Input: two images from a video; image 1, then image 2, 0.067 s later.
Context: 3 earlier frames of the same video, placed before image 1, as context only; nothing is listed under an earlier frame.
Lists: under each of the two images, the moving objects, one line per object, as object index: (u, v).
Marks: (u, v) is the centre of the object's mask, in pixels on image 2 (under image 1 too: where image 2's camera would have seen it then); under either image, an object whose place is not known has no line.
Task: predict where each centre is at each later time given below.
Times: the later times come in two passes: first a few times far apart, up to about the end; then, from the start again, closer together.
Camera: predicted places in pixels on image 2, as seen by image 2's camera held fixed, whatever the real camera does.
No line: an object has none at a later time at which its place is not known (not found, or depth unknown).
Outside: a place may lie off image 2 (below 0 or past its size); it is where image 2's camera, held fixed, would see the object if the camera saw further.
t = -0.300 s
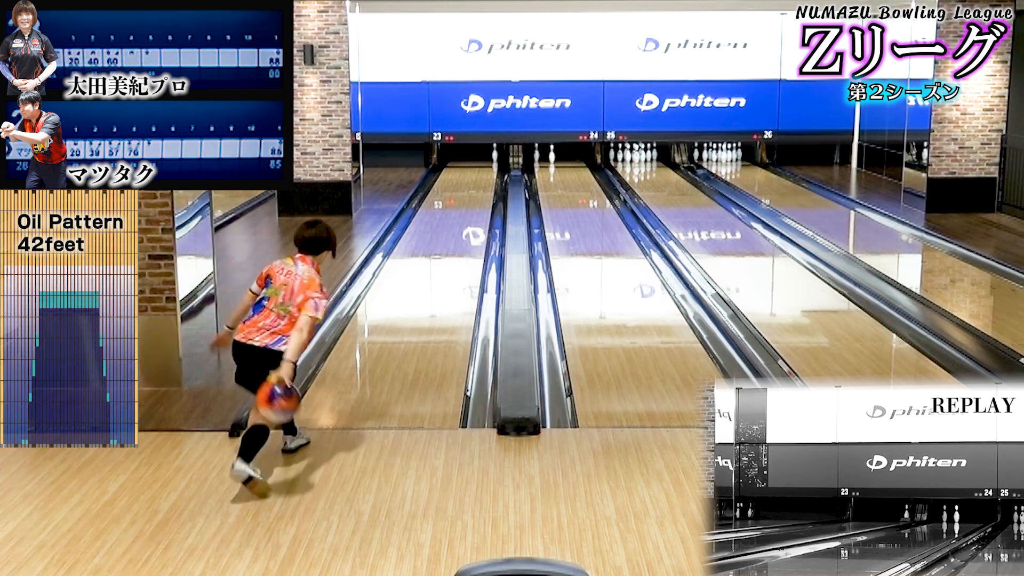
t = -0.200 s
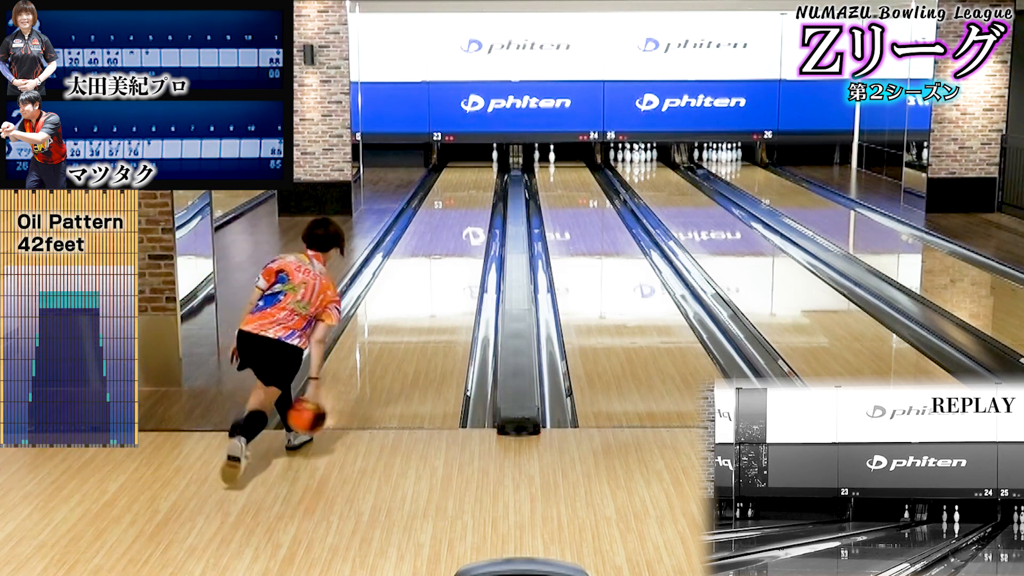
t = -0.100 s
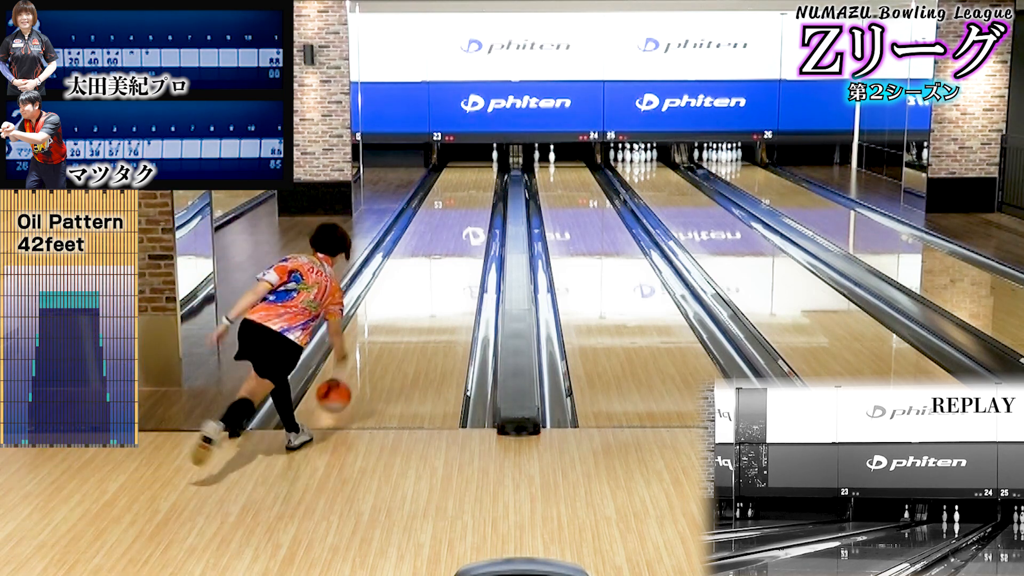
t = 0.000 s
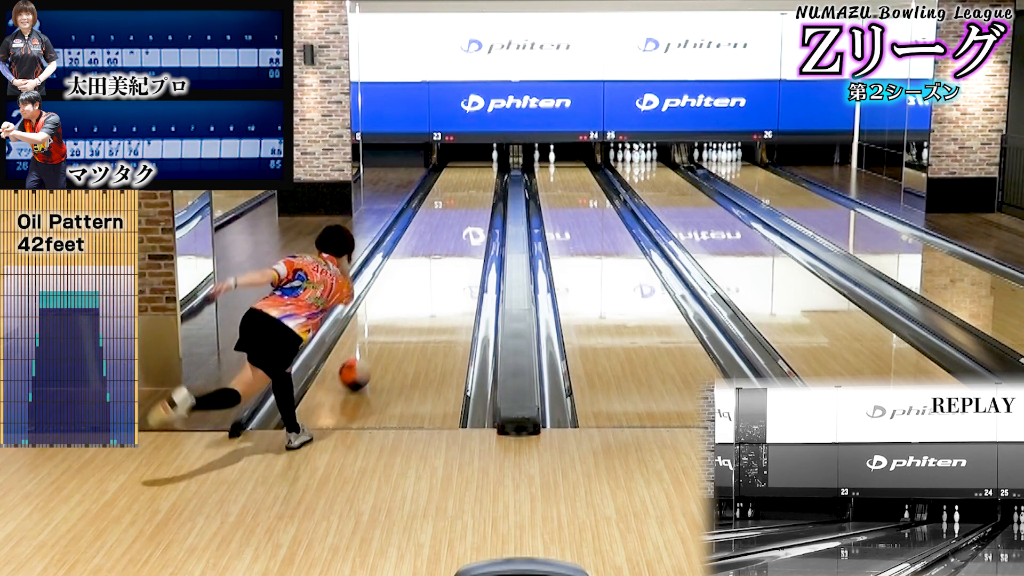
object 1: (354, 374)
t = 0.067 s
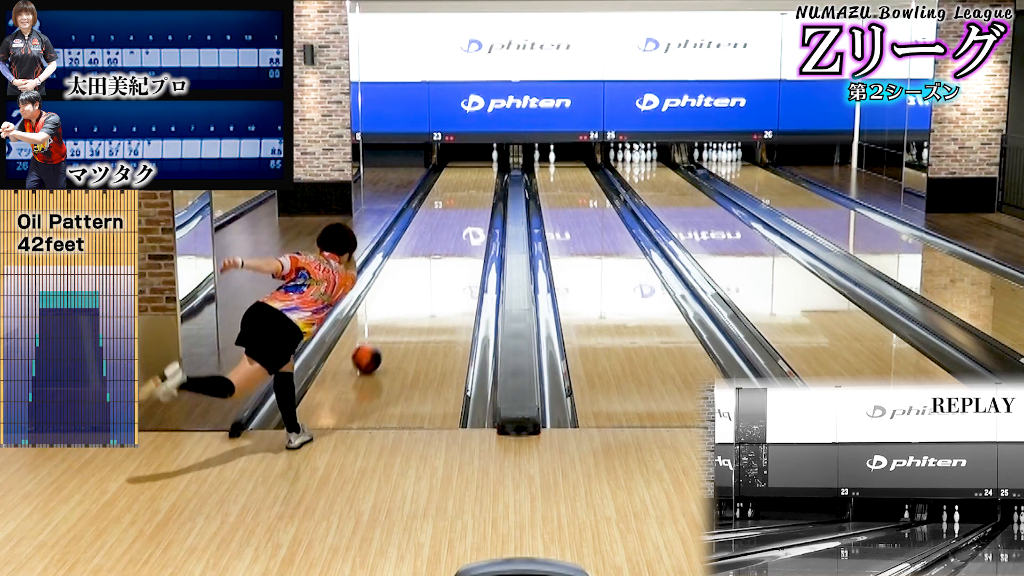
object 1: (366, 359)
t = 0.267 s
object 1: (395, 318)
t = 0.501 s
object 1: (420, 282)
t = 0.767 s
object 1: (441, 251)
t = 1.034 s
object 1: (457, 228)
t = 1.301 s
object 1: (469, 210)
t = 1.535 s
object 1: (478, 197)
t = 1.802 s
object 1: (486, 186)
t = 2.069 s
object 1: (492, 174)
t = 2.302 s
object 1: (495, 167)
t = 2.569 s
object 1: (498, 160)
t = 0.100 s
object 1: (372, 351)
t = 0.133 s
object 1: (377, 343)
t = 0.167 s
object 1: (382, 336)
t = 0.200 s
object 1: (386, 330)
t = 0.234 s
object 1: (391, 324)
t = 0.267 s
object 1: (395, 318)
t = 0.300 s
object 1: (399, 311)
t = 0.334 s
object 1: (403, 306)
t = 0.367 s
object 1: (407, 301)
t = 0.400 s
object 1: (411, 296)
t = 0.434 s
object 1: (414, 291)
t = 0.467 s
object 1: (417, 286)
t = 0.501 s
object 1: (420, 282)
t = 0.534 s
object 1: (423, 277)
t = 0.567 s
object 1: (426, 273)
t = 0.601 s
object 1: (429, 269)
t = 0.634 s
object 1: (432, 265)
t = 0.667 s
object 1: (434, 261)
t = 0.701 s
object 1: (436, 258)
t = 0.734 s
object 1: (439, 254)
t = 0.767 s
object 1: (441, 251)
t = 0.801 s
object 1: (443, 248)
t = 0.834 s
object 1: (446, 245)
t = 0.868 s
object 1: (448, 242)
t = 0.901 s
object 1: (450, 239)
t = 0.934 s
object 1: (452, 236)
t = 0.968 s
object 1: (453, 233)
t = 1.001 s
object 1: (455, 230)
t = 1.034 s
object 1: (457, 228)
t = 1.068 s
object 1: (459, 226)
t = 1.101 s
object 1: (461, 223)
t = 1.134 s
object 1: (462, 221)
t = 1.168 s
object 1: (464, 219)
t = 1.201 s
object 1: (465, 216)
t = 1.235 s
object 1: (467, 214)
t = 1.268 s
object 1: (468, 212)
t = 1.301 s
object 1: (469, 210)
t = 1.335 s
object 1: (471, 208)
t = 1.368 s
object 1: (472, 206)
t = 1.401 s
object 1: (473, 204)
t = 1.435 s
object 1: (474, 202)
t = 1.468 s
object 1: (476, 200)
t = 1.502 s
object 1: (477, 199)
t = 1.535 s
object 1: (478, 197)
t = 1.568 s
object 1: (480, 196)
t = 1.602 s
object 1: (480, 194)
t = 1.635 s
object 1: (481, 192)
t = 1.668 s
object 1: (482, 191)
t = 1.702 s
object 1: (483, 189)
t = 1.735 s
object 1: (484, 188)
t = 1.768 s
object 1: (485, 187)
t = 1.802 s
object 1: (486, 186)
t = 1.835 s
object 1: (487, 184)
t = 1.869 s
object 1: (488, 182)
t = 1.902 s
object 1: (489, 181)
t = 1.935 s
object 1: (489, 180)
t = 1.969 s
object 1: (490, 178)
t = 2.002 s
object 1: (490, 177)
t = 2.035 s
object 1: (491, 175)
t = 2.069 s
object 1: (492, 174)
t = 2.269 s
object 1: (496, 168)
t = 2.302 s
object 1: (495, 167)
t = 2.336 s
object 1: (496, 166)
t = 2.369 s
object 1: (496, 166)
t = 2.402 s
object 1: (497, 165)
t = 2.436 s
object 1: (498, 164)
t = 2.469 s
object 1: (498, 163)
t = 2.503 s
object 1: (498, 161)
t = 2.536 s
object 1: (497, 161)
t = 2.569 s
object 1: (498, 160)
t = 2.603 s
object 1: (500, 161)
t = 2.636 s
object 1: (501, 161)
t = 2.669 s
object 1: (503, 161)
